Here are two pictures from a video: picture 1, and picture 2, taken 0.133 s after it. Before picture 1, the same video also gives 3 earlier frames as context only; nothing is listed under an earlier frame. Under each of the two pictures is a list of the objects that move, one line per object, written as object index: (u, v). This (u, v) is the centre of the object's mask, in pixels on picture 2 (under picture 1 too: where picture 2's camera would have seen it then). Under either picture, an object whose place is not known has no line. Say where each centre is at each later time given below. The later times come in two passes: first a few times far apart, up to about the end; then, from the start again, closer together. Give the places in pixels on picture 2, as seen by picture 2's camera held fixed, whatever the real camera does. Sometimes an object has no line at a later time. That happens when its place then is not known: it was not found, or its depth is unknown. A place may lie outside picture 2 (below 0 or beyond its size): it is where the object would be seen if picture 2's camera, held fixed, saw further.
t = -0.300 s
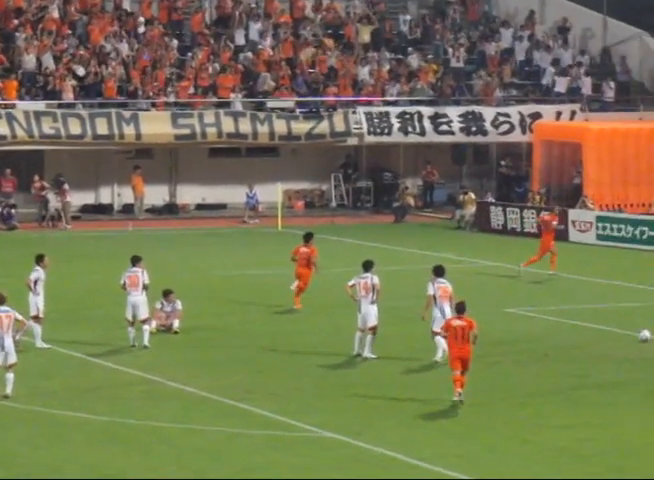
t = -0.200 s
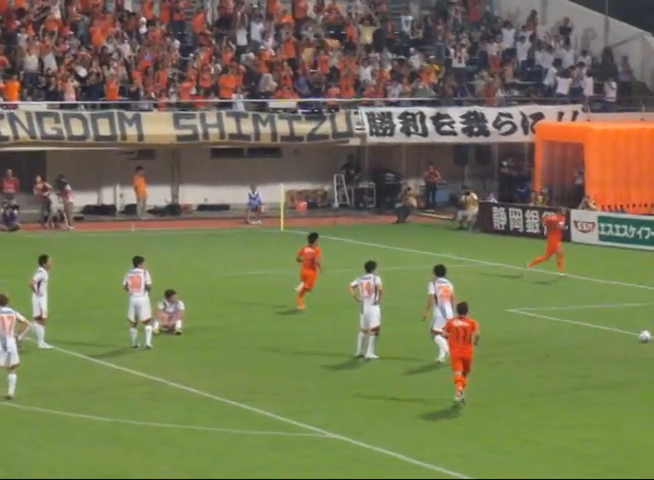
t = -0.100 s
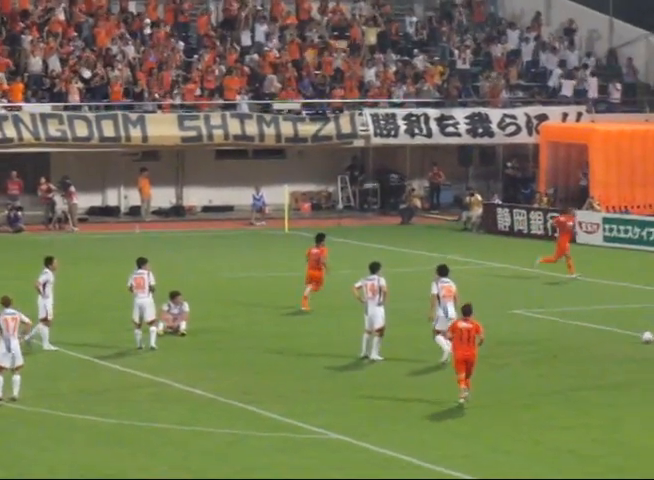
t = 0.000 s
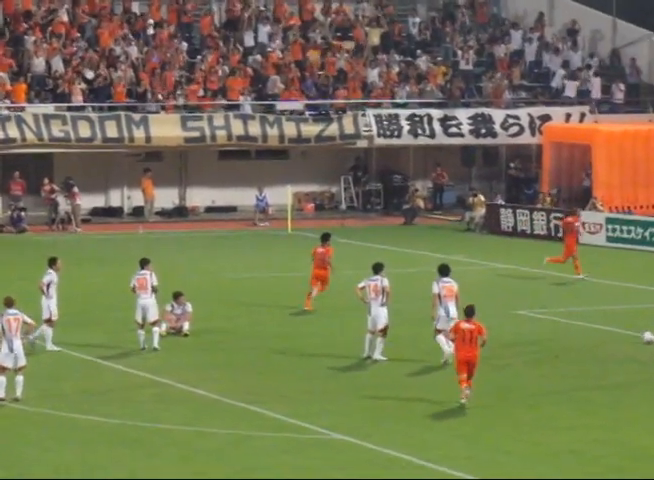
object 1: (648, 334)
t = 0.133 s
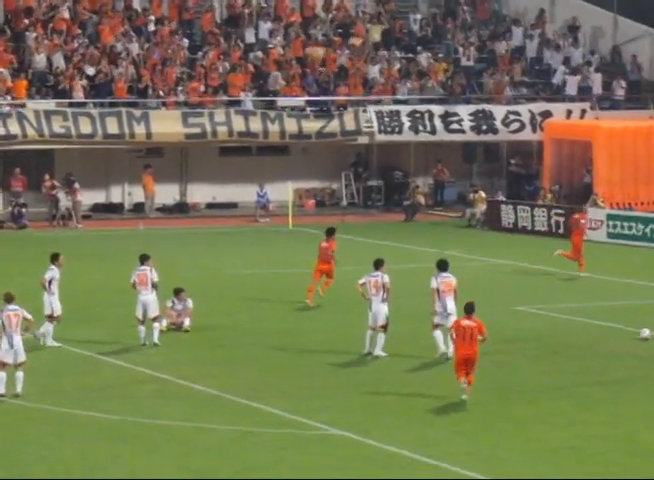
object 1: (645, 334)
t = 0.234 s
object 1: (641, 334)
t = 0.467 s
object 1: (636, 334)
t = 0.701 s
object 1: (631, 335)
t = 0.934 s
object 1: (624, 334)
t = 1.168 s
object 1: (619, 336)
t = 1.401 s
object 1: (616, 336)
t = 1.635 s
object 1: (611, 337)
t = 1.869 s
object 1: (606, 337)
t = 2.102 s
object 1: (602, 337)
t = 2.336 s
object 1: (597, 337)
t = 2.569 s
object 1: (593, 337)
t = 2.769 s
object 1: (589, 337)
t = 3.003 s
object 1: (585, 337)
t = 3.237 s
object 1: (581, 338)
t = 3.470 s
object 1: (576, 338)
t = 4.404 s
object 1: (560, 341)
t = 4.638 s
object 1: (555, 341)
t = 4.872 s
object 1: (551, 341)
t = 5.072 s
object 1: (546, 341)
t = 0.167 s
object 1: (643, 334)
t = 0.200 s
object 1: (643, 334)
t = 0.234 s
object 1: (641, 334)
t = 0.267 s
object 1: (639, 334)
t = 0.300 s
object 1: (638, 334)
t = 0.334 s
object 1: (638, 334)
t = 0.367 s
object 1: (637, 334)
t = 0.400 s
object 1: (636, 334)
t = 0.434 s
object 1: (636, 335)
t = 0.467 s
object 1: (636, 334)
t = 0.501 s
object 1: (635, 335)
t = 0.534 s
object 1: (634, 334)
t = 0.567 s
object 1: (633, 335)
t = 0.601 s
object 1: (633, 335)
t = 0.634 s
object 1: (632, 335)
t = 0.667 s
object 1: (631, 335)
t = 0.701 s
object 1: (631, 335)
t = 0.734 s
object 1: (630, 335)
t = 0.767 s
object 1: (629, 335)
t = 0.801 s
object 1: (627, 335)
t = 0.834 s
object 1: (627, 335)
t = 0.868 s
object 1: (626, 335)
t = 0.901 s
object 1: (625, 335)
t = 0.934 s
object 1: (624, 334)
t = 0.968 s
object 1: (624, 335)
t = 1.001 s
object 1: (623, 335)
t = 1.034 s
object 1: (622, 335)
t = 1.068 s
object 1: (621, 335)
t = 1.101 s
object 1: (620, 336)
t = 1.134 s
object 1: (620, 335)
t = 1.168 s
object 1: (619, 336)
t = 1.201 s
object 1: (619, 336)
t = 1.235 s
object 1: (619, 336)
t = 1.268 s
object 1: (618, 336)
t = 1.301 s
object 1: (618, 336)
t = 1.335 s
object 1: (617, 336)
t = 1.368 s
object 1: (617, 336)
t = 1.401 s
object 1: (616, 336)
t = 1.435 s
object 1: (615, 336)
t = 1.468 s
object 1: (615, 336)
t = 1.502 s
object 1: (614, 336)
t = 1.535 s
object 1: (613, 336)
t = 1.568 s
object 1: (612, 337)
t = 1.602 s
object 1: (612, 337)
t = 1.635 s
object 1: (611, 337)
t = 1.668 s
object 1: (611, 337)
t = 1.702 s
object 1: (610, 337)
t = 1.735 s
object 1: (609, 337)
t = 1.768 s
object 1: (608, 337)
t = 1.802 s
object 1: (608, 337)
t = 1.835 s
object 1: (607, 337)
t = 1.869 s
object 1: (606, 337)
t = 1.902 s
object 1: (606, 337)
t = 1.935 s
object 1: (605, 337)
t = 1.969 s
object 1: (604, 337)
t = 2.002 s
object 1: (604, 337)
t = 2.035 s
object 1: (603, 337)
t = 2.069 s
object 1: (603, 337)
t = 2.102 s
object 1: (602, 337)
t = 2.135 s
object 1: (602, 337)
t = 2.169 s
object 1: (601, 337)
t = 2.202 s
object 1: (600, 337)
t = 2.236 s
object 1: (599, 337)
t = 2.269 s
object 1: (599, 337)
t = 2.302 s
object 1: (598, 337)
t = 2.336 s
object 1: (597, 337)
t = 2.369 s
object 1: (597, 337)
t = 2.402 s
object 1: (596, 337)
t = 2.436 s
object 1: (595, 337)
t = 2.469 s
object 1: (595, 337)
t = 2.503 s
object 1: (594, 337)
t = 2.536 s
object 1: (594, 337)
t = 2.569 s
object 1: (593, 337)
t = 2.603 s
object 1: (593, 337)
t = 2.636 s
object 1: (592, 337)
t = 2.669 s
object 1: (591, 337)
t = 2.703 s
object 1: (590, 337)
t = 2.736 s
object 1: (589, 337)
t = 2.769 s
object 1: (589, 337)
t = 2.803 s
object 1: (588, 337)
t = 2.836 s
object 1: (587, 337)
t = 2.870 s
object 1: (587, 337)
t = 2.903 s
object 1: (586, 337)
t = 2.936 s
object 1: (586, 337)
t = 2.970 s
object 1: (586, 337)
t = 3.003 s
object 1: (585, 337)
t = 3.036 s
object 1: (584, 337)
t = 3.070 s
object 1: (583, 337)
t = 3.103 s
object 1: (583, 337)
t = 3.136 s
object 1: (582, 338)
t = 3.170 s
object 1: (582, 338)
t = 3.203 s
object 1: (581, 338)
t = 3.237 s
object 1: (581, 338)
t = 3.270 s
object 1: (580, 338)
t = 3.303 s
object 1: (579, 338)
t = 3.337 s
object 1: (579, 338)
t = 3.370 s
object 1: (578, 338)
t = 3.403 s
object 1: (577, 338)
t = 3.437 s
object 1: (577, 338)
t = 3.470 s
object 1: (576, 338)
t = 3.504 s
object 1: (576, 338)
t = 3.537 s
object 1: (575, 338)
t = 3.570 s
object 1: (574, 338)
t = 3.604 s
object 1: (574, 338)
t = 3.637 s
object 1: (573, 338)
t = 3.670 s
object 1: (573, 338)
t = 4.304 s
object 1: (562, 340)
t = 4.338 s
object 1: (561, 340)
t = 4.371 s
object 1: (561, 341)
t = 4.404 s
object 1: (560, 341)
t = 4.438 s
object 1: (559, 341)
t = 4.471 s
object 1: (559, 341)
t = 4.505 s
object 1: (558, 340)
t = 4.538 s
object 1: (557, 340)
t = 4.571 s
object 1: (557, 341)
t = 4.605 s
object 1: (556, 341)
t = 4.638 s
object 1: (555, 341)
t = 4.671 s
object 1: (555, 341)
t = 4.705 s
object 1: (554, 341)
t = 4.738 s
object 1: (554, 341)
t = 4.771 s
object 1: (553, 341)
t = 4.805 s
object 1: (552, 341)
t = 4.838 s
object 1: (551, 341)
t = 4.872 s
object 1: (551, 341)
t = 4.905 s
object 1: (550, 341)
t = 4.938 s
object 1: (549, 341)
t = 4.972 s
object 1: (549, 341)
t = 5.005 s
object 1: (548, 341)
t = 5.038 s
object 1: (547, 341)
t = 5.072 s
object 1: (546, 341)
